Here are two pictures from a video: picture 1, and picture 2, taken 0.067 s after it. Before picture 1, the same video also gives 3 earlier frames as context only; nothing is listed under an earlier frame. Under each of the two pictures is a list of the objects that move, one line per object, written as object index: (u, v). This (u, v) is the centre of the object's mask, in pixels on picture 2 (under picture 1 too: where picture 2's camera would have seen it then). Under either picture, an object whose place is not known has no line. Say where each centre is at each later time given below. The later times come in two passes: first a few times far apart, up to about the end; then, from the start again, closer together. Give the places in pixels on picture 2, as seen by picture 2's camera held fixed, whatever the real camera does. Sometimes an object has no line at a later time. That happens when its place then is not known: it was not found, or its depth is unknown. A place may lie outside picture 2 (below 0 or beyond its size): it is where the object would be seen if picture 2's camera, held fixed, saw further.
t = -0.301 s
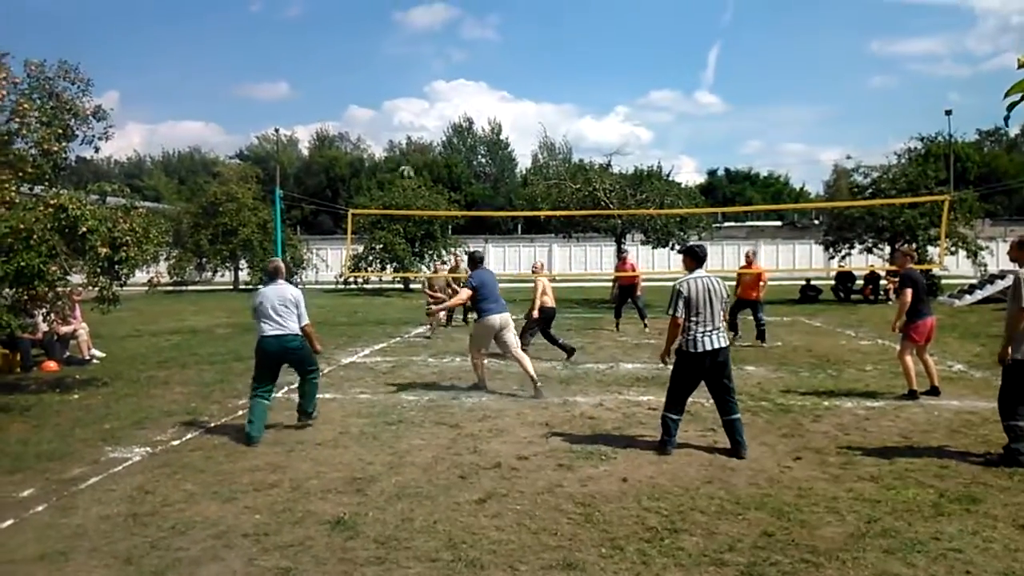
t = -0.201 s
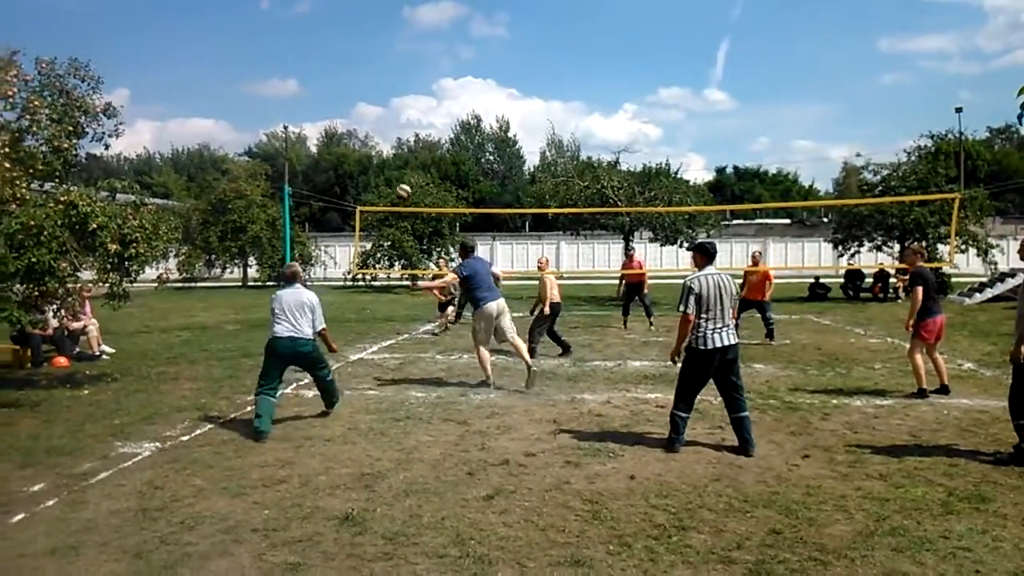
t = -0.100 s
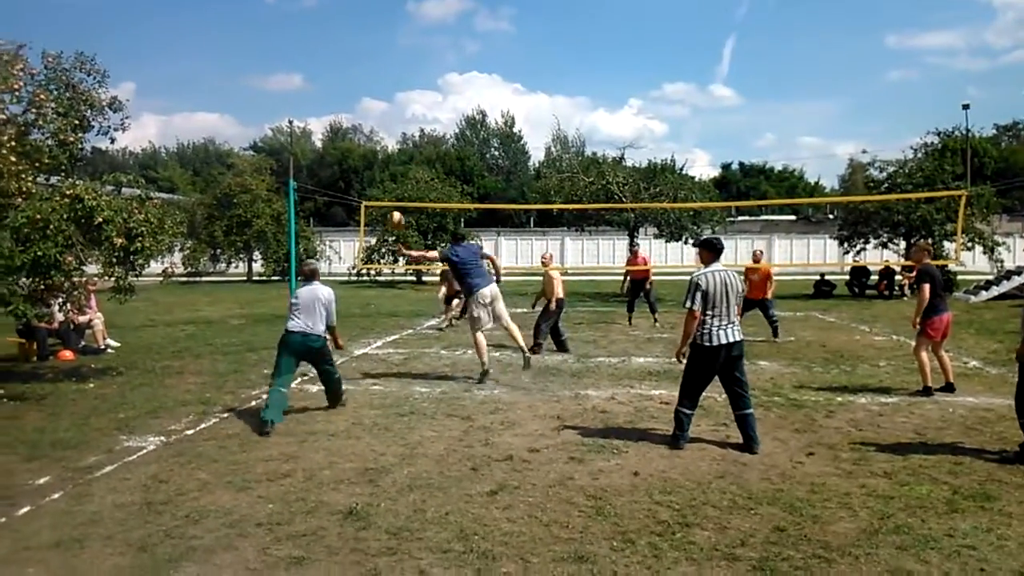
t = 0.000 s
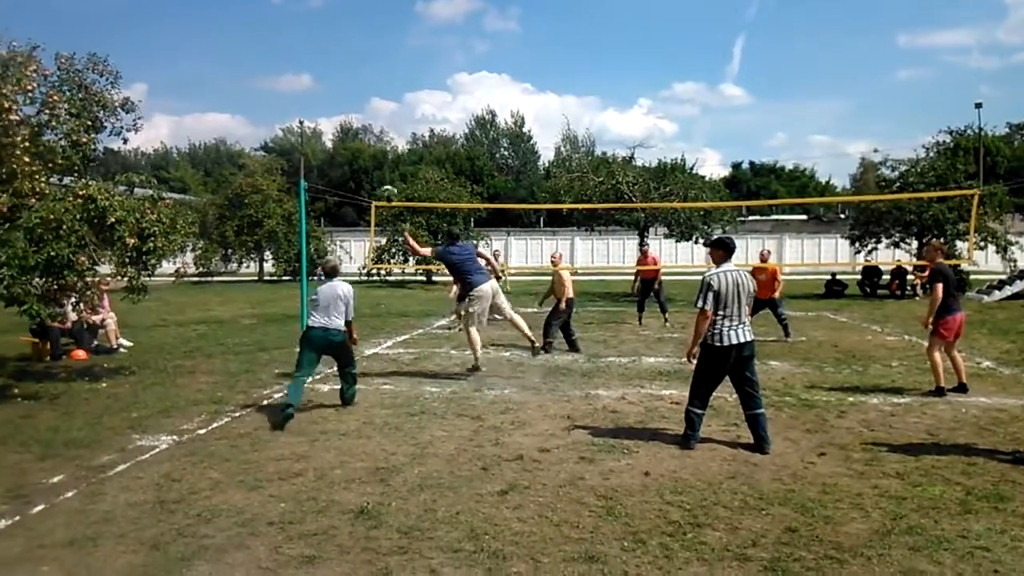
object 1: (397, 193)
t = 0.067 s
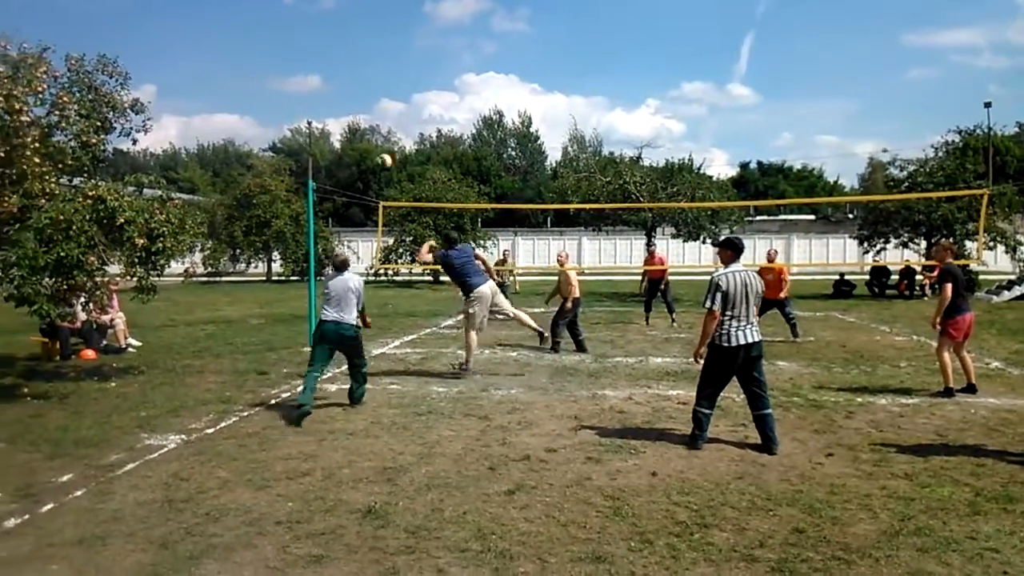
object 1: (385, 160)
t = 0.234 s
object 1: (352, 98)
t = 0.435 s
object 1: (314, 52)
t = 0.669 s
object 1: (270, 40)
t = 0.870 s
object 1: (232, 68)
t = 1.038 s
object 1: (200, 119)
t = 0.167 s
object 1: (366, 122)
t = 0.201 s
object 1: (359, 110)
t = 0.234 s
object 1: (352, 98)
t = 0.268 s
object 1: (346, 89)
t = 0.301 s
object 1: (339, 79)
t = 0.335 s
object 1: (334, 72)
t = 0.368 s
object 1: (327, 64)
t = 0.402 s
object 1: (321, 57)
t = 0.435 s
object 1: (314, 52)
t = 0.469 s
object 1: (308, 48)
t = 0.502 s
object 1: (302, 44)
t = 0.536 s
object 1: (295, 42)
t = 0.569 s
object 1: (289, 40)
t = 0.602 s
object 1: (282, 39)
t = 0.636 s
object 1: (276, 39)
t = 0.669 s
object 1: (270, 40)
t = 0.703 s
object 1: (264, 42)
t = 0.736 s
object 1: (257, 45)
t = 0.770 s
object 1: (251, 50)
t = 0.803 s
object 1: (244, 55)
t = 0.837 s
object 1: (238, 61)
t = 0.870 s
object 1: (232, 68)
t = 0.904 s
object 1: (225, 76)
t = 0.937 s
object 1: (218, 85)
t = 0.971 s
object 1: (212, 96)
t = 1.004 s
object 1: (207, 106)
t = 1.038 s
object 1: (200, 119)
